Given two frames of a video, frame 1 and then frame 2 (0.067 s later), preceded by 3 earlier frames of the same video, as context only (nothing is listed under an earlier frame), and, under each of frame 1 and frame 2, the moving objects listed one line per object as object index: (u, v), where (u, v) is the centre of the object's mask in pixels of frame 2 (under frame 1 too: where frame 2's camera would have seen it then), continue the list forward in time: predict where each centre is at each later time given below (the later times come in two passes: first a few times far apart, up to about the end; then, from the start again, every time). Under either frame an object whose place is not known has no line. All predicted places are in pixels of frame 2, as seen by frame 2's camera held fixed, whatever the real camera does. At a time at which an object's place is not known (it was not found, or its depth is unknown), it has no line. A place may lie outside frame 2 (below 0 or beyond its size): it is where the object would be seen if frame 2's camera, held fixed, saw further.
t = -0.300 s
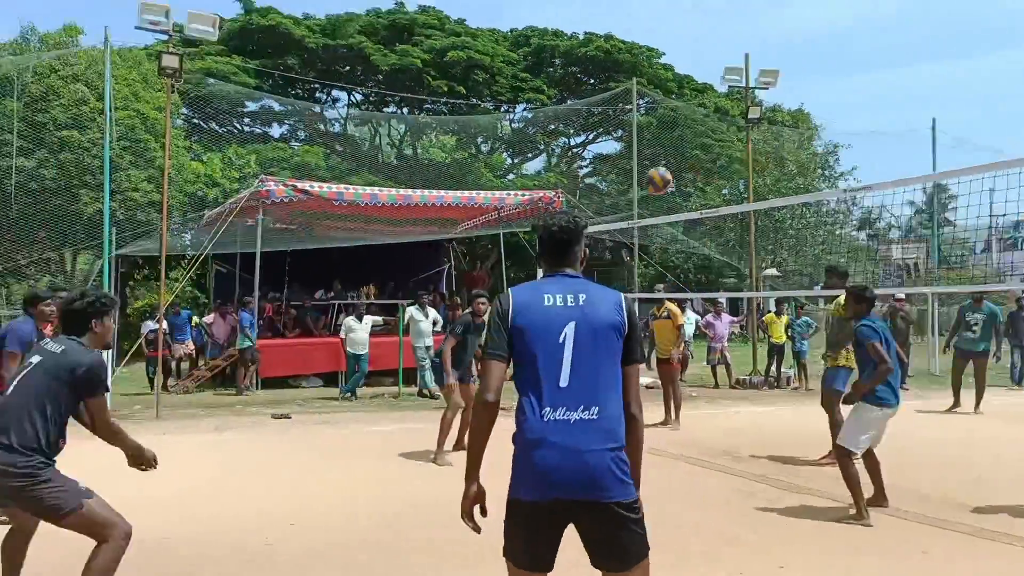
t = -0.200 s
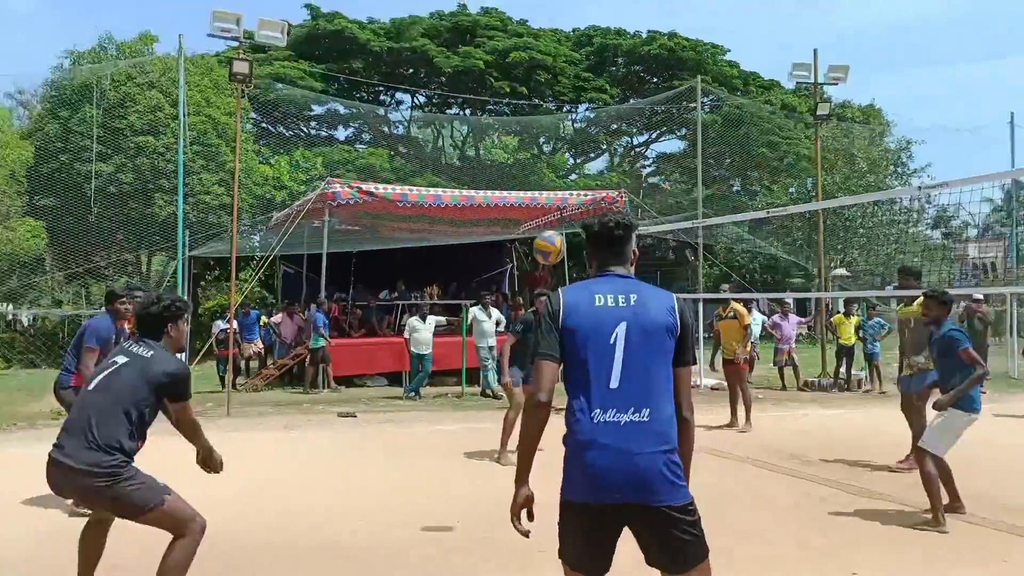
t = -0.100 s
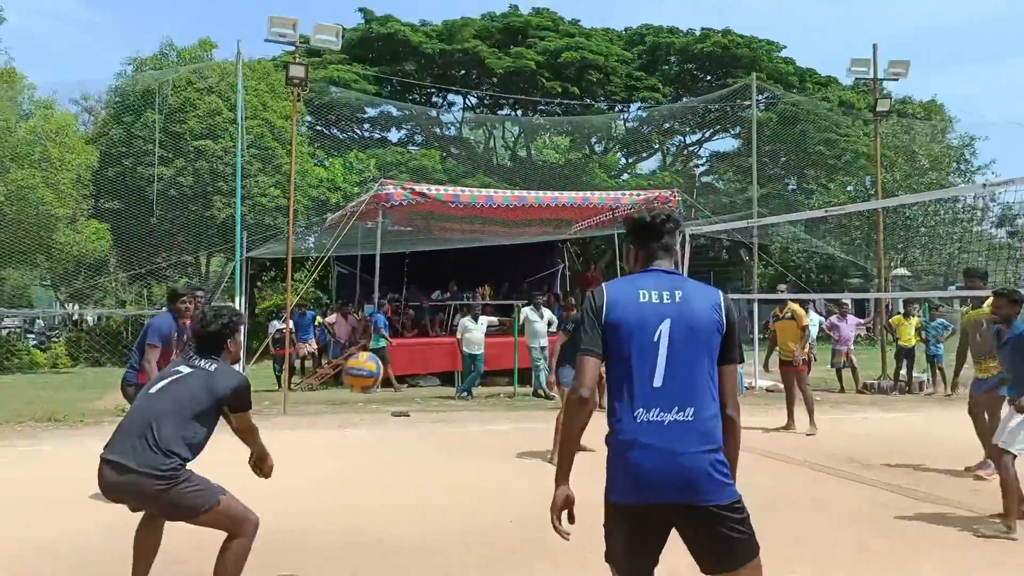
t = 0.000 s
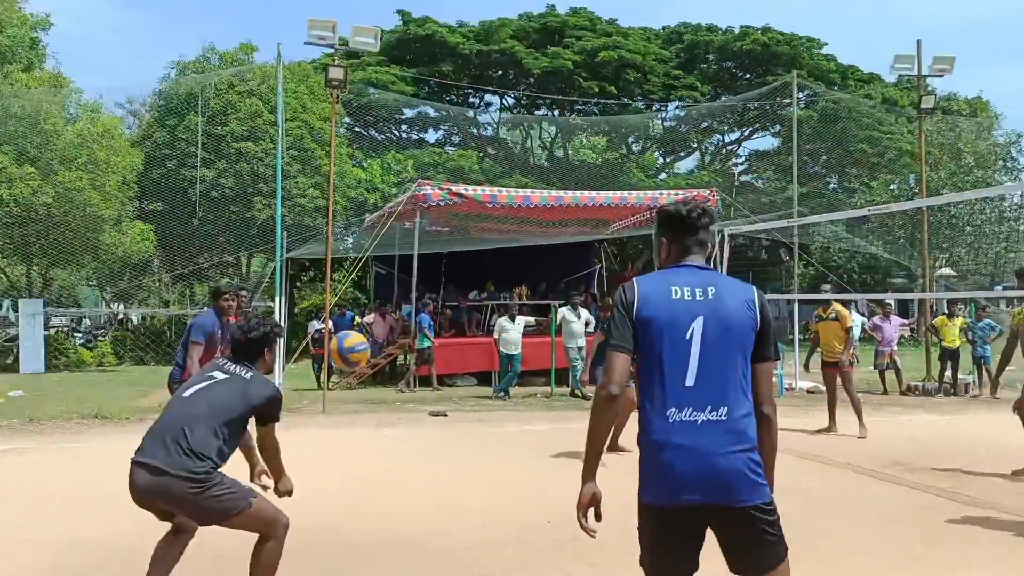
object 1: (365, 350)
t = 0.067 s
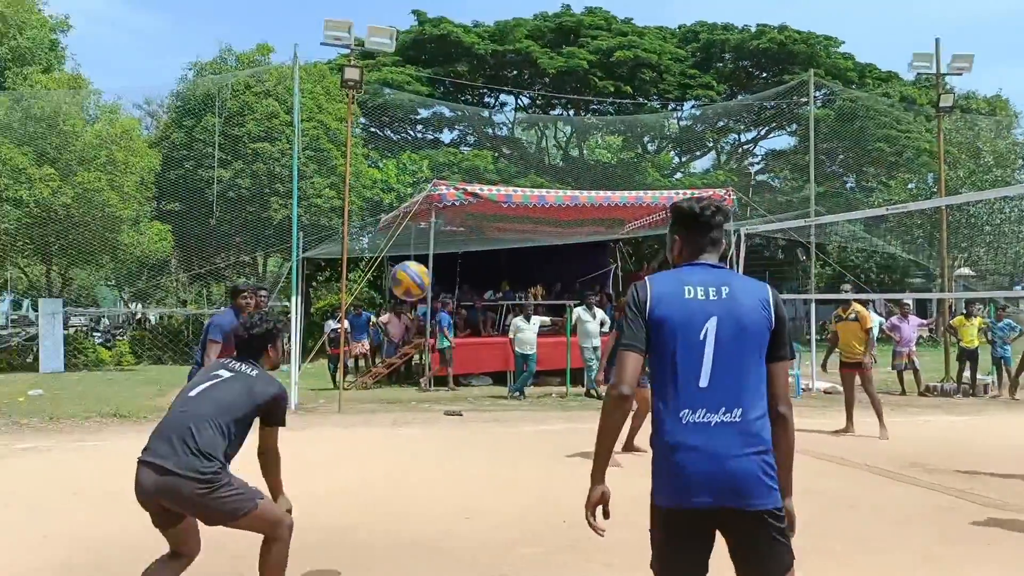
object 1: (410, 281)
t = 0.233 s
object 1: (515, 146)
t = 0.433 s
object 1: (625, 58)
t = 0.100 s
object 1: (432, 249)
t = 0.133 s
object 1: (454, 220)
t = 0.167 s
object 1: (475, 193)
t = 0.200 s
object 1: (495, 168)
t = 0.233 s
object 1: (515, 146)
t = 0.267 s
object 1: (534, 127)
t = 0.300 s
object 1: (553, 110)
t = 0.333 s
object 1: (572, 94)
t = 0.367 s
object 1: (590, 79)
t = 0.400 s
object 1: (607, 68)
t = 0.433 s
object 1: (625, 58)
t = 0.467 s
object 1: (641, 50)
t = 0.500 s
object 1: (658, 45)
